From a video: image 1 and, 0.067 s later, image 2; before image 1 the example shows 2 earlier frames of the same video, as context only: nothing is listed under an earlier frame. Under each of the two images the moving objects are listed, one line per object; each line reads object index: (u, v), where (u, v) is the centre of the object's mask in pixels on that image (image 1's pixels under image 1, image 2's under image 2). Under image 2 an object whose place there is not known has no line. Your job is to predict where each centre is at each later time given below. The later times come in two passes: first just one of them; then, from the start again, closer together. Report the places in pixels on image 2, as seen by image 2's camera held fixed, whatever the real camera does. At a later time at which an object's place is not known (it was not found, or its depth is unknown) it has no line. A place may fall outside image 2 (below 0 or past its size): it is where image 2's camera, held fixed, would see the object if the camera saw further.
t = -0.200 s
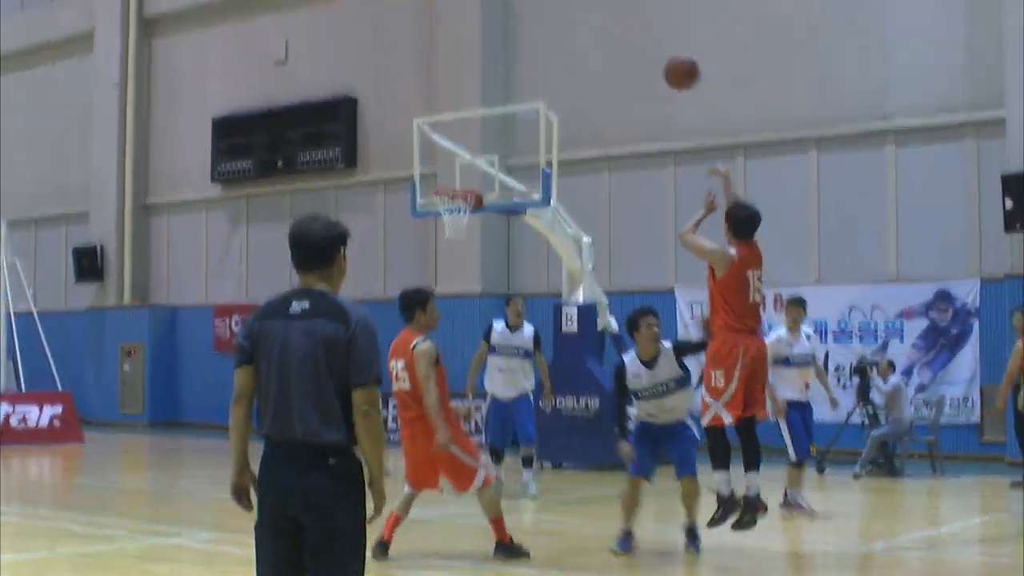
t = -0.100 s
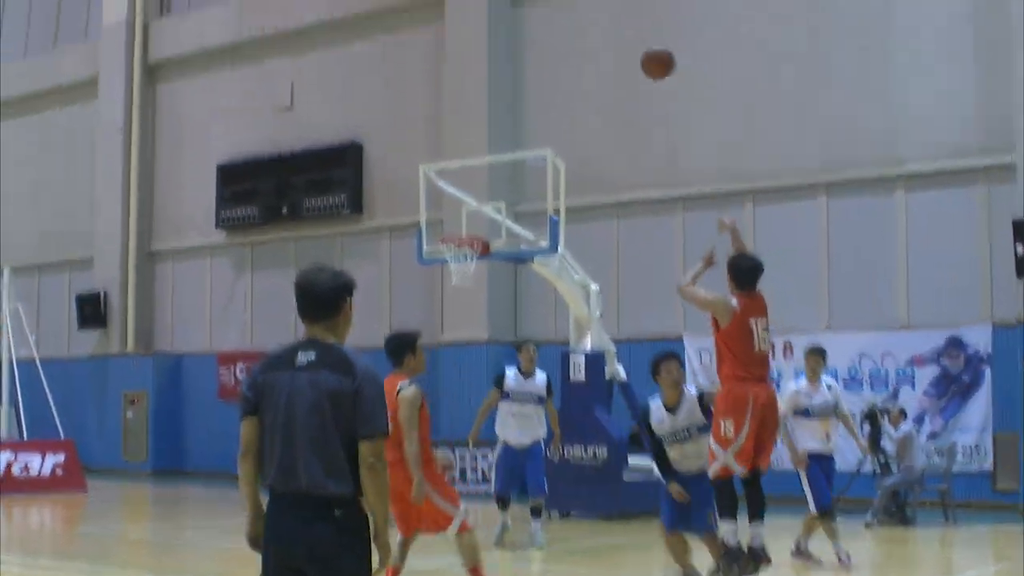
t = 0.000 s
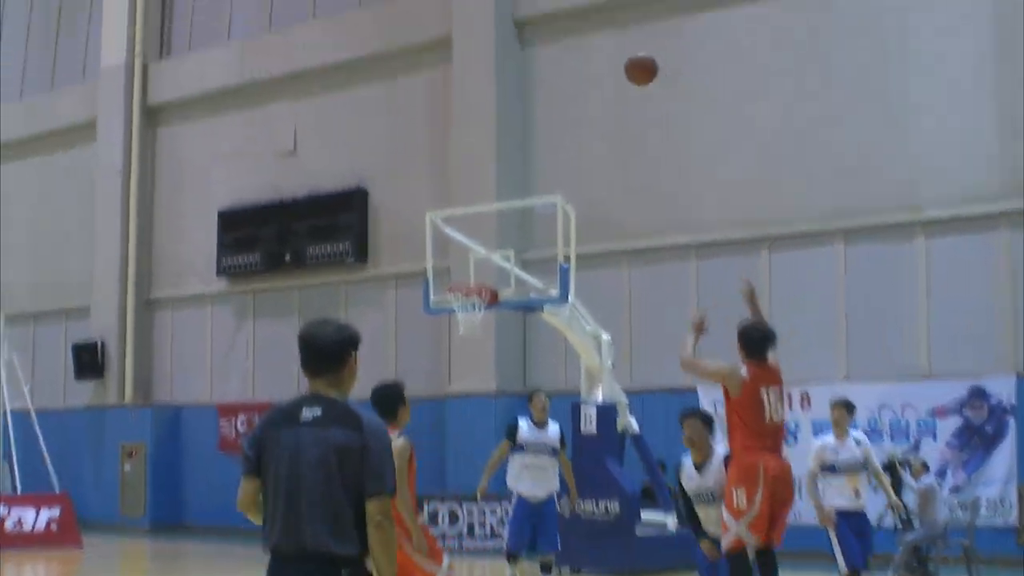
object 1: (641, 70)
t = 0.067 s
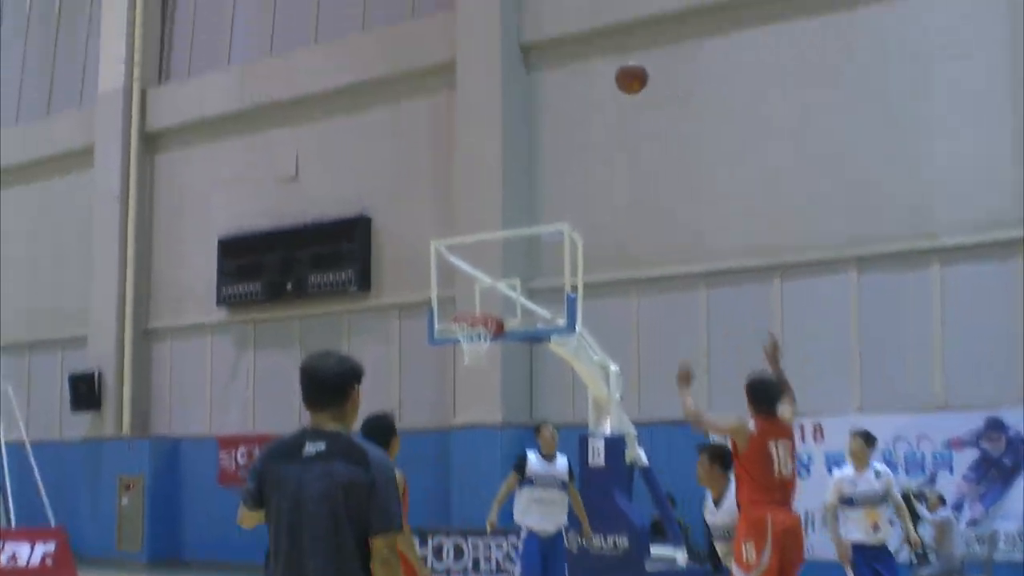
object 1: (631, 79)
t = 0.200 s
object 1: (600, 63)
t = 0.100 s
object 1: (623, 72)
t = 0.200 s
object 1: (600, 63)
